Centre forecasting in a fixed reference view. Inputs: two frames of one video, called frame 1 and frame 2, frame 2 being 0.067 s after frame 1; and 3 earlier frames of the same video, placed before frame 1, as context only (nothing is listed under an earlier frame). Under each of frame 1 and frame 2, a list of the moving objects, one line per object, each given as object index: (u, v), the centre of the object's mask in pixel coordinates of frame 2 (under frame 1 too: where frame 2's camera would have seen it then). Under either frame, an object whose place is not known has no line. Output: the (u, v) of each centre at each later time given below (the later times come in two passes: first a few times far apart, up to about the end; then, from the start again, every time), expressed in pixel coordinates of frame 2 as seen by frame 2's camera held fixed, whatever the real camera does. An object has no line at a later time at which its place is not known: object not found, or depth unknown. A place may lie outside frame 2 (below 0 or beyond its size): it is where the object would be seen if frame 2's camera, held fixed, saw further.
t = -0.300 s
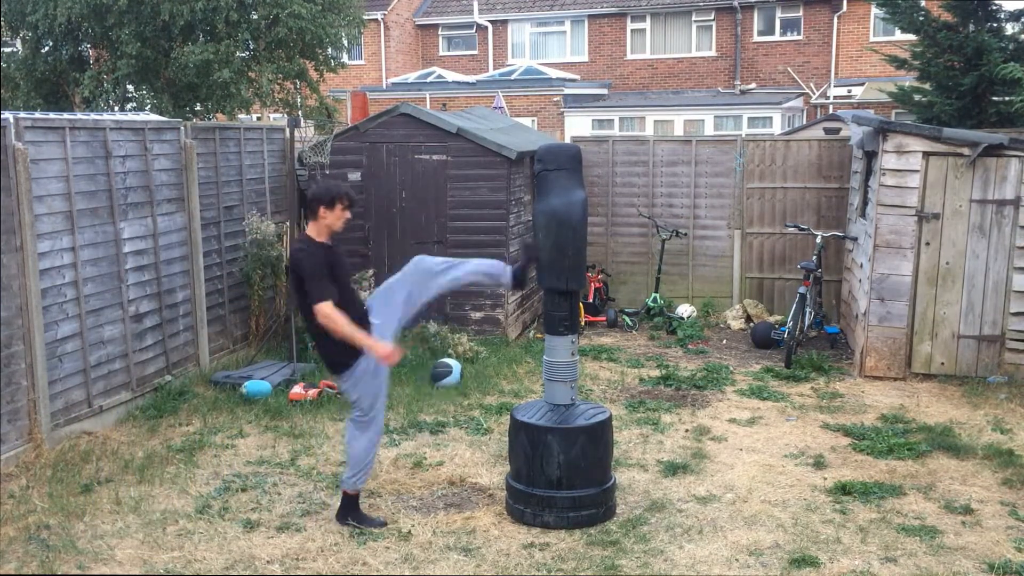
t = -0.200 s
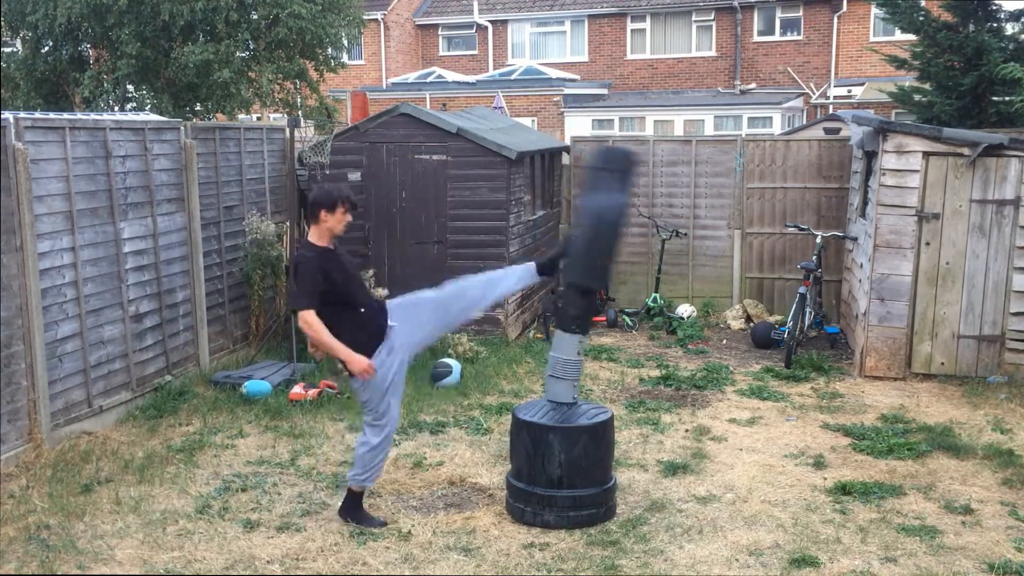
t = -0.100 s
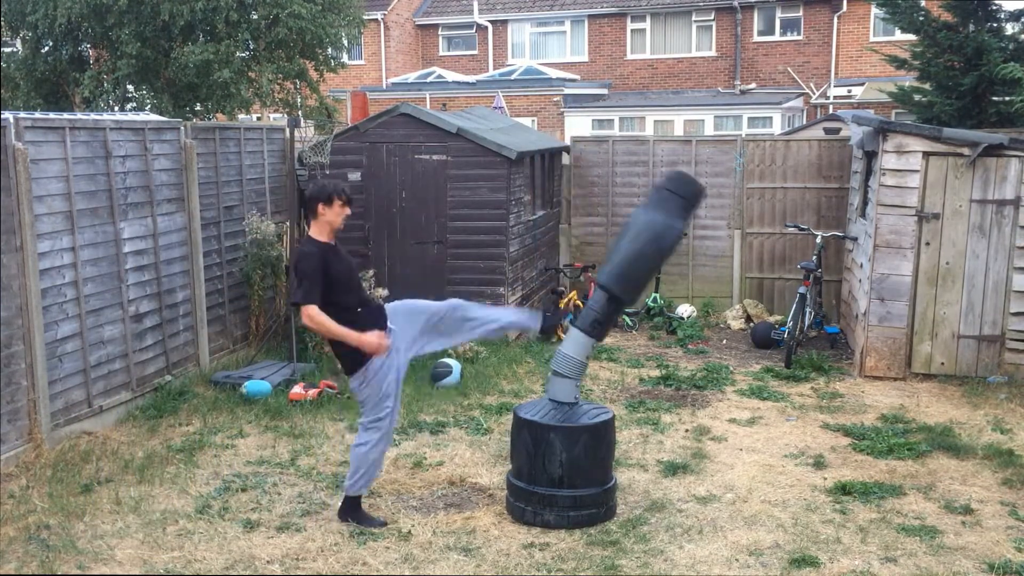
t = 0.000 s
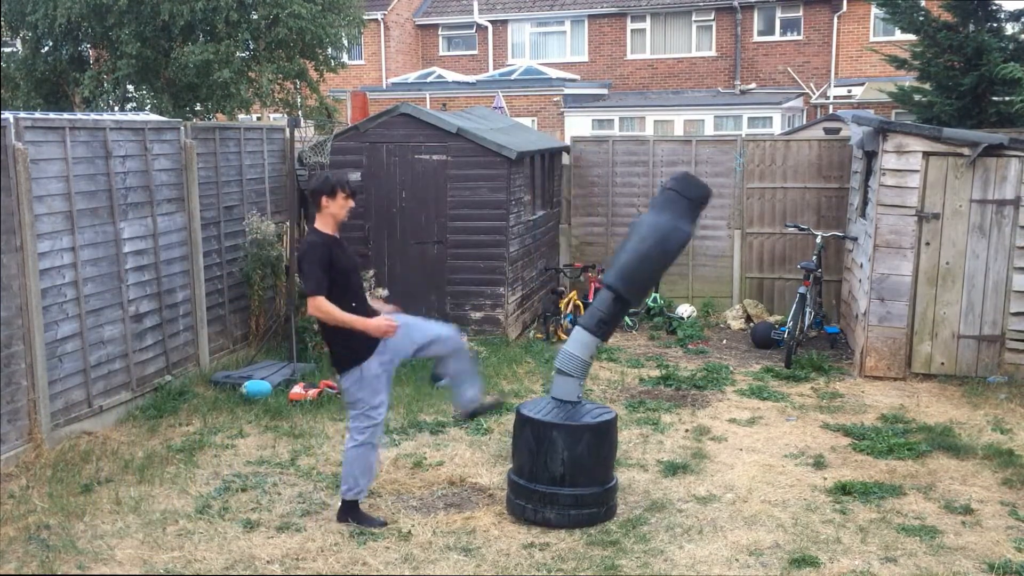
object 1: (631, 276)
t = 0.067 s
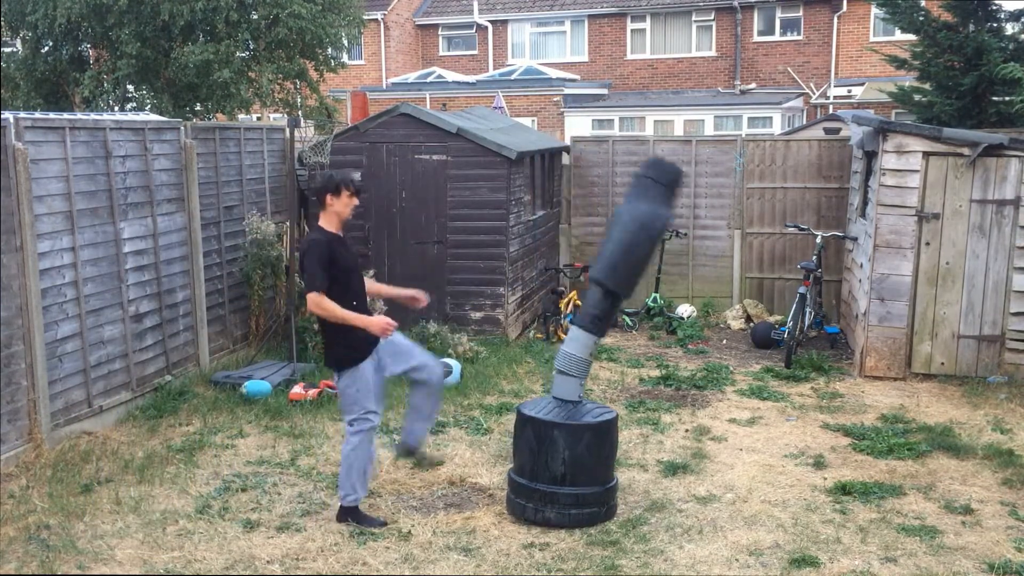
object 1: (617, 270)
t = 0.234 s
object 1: (548, 262)
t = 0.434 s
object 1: (500, 275)
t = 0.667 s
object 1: (559, 261)
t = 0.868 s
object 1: (609, 266)
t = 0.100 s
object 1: (606, 265)
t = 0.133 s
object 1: (593, 262)
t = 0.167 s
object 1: (578, 261)
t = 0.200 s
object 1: (563, 264)
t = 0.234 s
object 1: (548, 262)
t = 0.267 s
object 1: (535, 265)
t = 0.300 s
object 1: (523, 268)
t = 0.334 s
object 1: (513, 272)
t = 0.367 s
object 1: (506, 274)
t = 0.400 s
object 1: (501, 275)
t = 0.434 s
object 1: (500, 275)
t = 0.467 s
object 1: (501, 273)
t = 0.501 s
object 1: (506, 271)
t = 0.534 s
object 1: (514, 269)
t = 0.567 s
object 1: (524, 267)
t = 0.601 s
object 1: (536, 266)
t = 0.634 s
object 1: (548, 265)
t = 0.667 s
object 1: (559, 261)
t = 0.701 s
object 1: (570, 262)
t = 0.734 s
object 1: (581, 263)
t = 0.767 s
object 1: (591, 264)
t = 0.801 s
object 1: (600, 266)
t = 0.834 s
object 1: (605, 267)
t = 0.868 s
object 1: (609, 266)
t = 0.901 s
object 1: (610, 266)
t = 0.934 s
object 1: (609, 265)
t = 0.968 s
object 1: (605, 265)
